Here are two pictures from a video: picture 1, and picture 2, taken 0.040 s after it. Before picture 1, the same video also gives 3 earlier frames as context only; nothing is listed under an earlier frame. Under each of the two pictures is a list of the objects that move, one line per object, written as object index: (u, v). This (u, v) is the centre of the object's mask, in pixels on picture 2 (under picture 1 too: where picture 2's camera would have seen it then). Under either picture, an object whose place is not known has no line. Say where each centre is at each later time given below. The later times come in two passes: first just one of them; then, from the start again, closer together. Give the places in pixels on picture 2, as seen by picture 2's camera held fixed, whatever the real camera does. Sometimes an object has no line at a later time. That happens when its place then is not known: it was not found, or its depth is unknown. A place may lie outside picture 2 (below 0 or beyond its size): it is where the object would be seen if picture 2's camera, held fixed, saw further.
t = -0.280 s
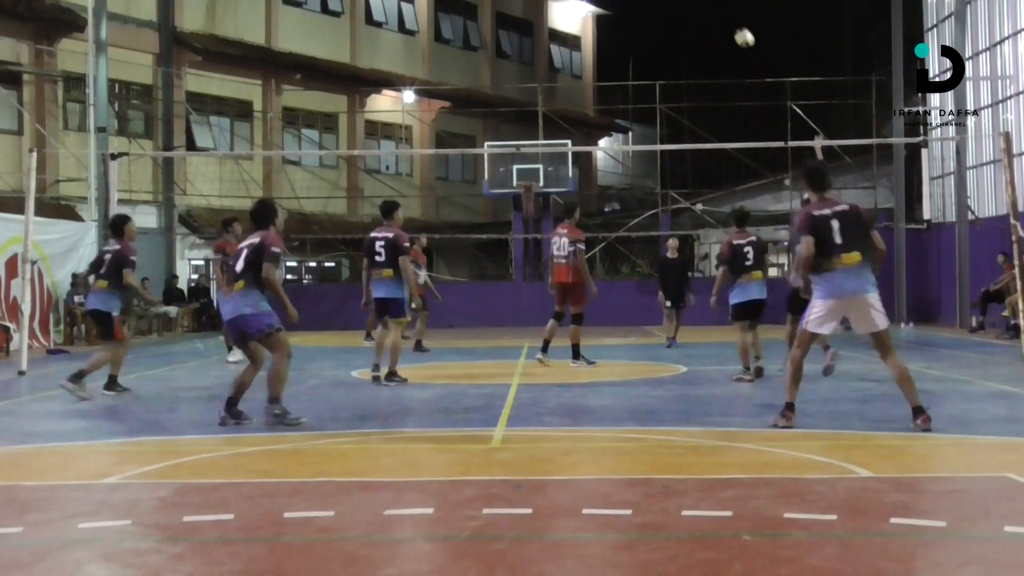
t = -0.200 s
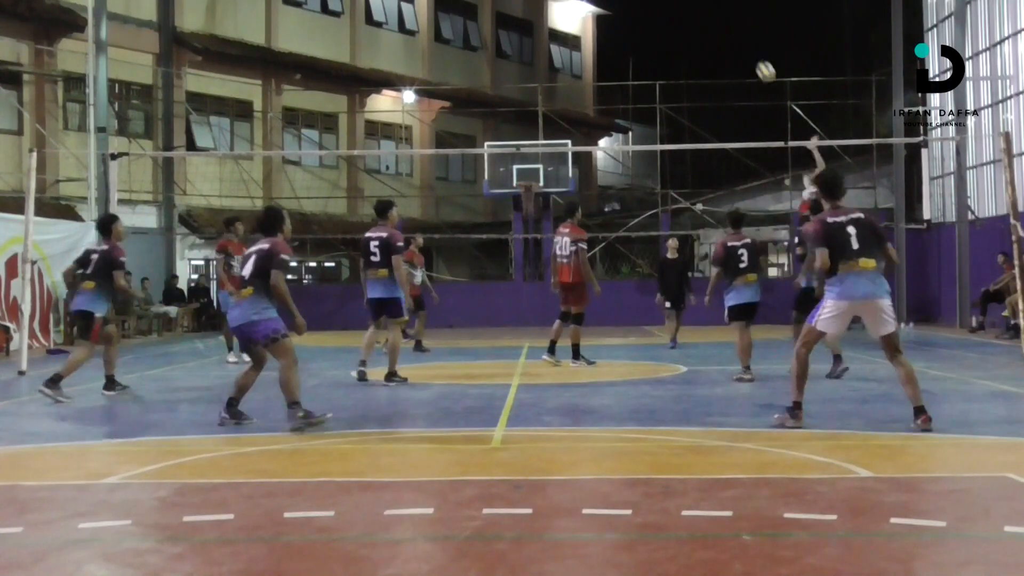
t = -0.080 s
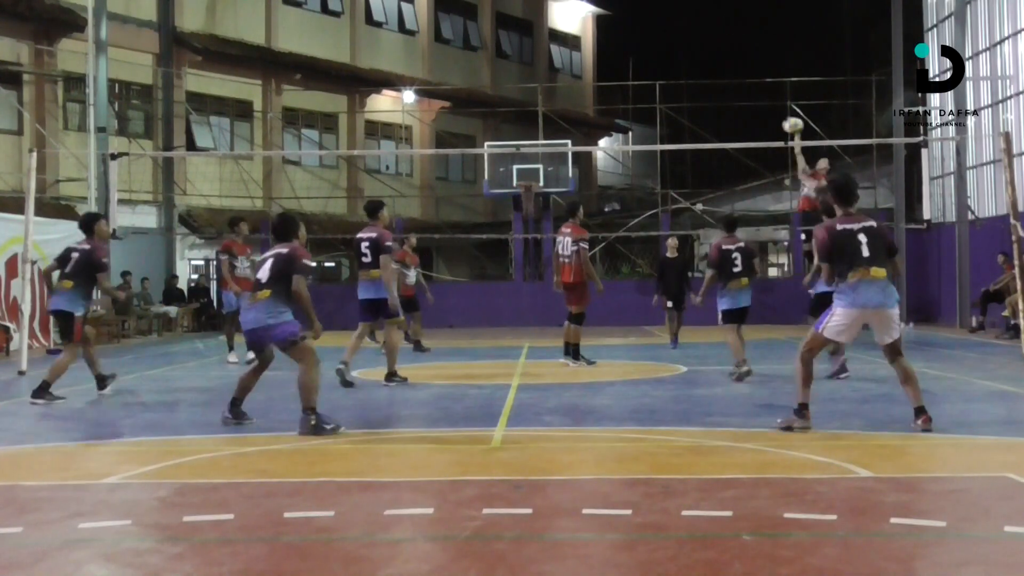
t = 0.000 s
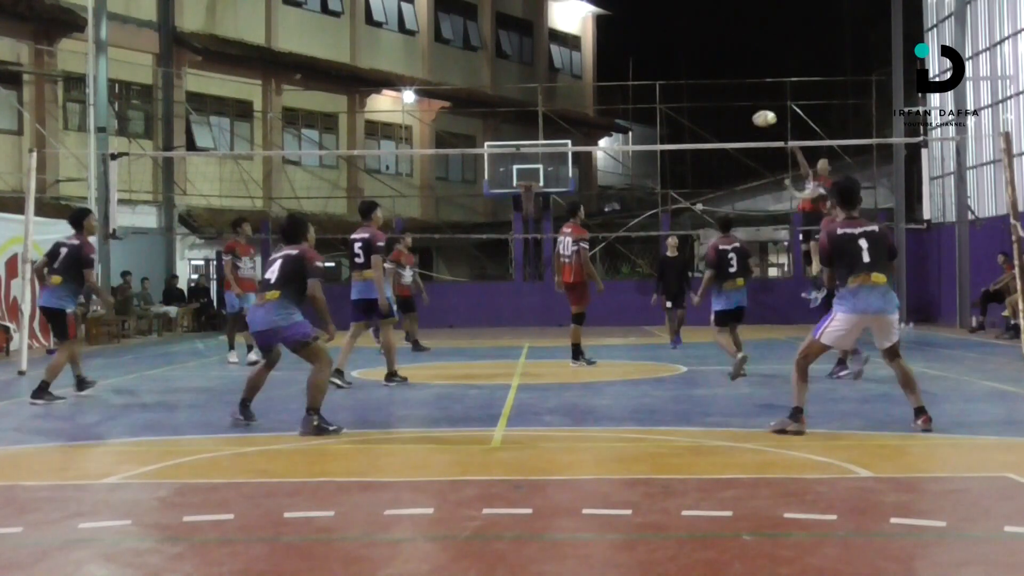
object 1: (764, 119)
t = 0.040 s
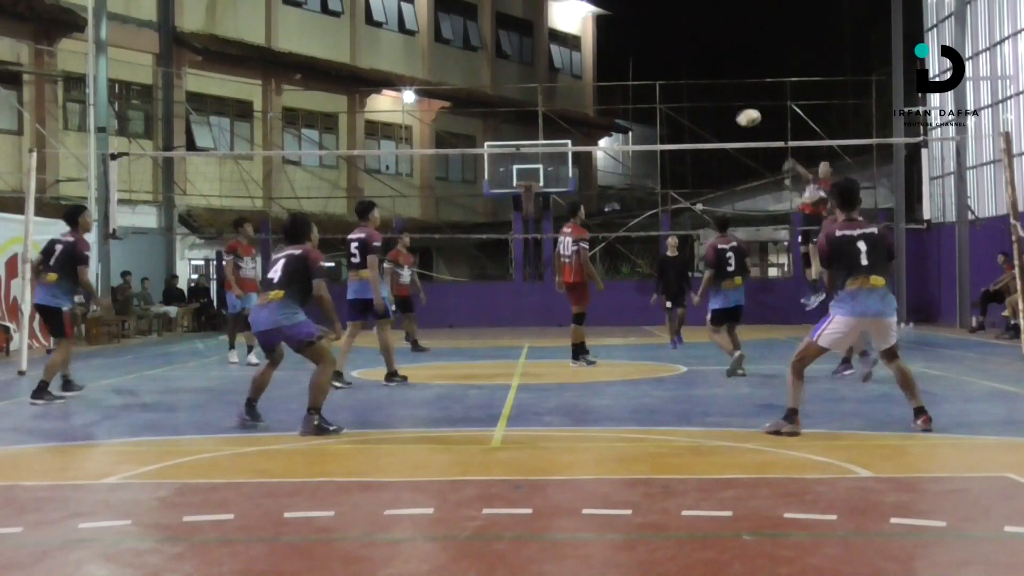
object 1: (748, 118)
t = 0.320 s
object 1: (605, 182)
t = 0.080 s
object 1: (732, 118)
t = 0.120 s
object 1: (714, 122)
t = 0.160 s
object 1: (695, 127)
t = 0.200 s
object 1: (675, 135)
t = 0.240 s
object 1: (653, 147)
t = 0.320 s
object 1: (605, 182)
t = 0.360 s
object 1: (578, 204)
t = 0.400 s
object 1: (550, 233)
